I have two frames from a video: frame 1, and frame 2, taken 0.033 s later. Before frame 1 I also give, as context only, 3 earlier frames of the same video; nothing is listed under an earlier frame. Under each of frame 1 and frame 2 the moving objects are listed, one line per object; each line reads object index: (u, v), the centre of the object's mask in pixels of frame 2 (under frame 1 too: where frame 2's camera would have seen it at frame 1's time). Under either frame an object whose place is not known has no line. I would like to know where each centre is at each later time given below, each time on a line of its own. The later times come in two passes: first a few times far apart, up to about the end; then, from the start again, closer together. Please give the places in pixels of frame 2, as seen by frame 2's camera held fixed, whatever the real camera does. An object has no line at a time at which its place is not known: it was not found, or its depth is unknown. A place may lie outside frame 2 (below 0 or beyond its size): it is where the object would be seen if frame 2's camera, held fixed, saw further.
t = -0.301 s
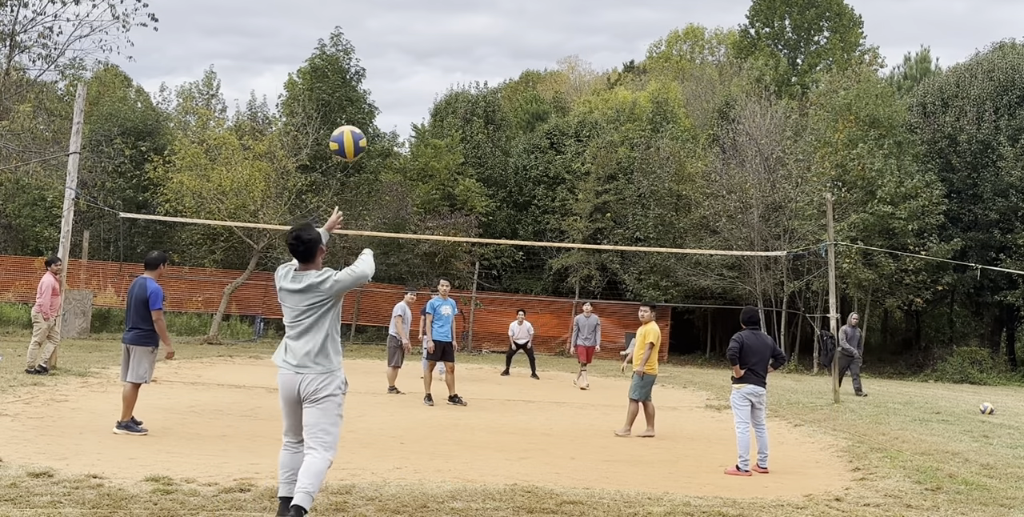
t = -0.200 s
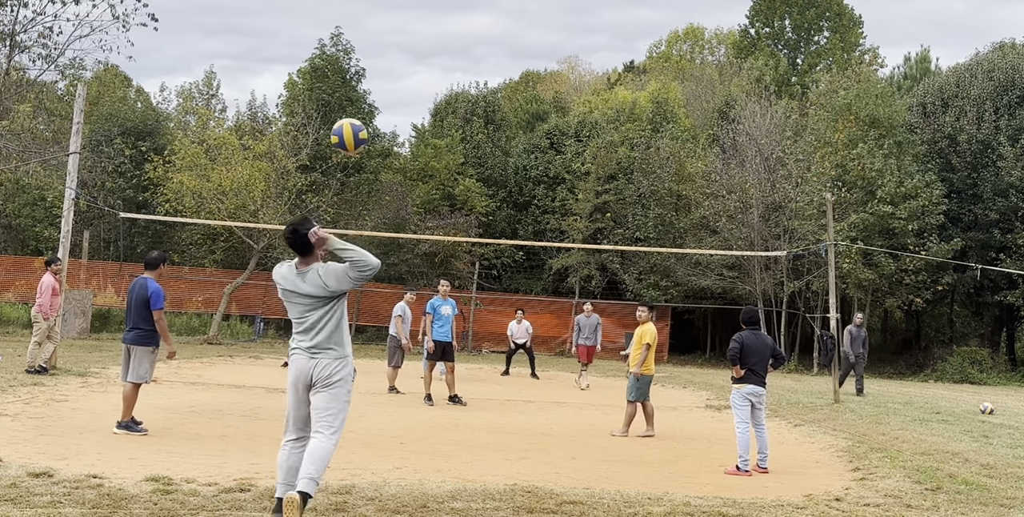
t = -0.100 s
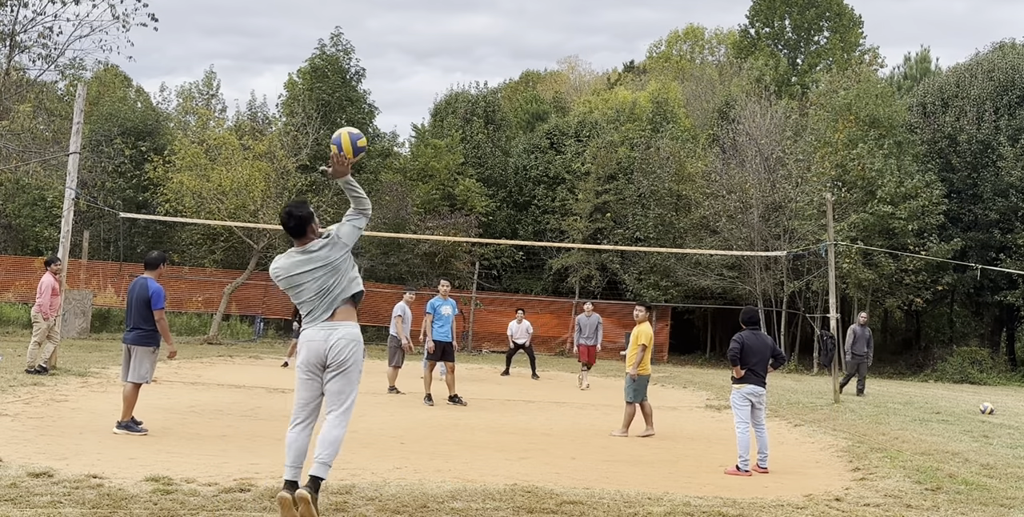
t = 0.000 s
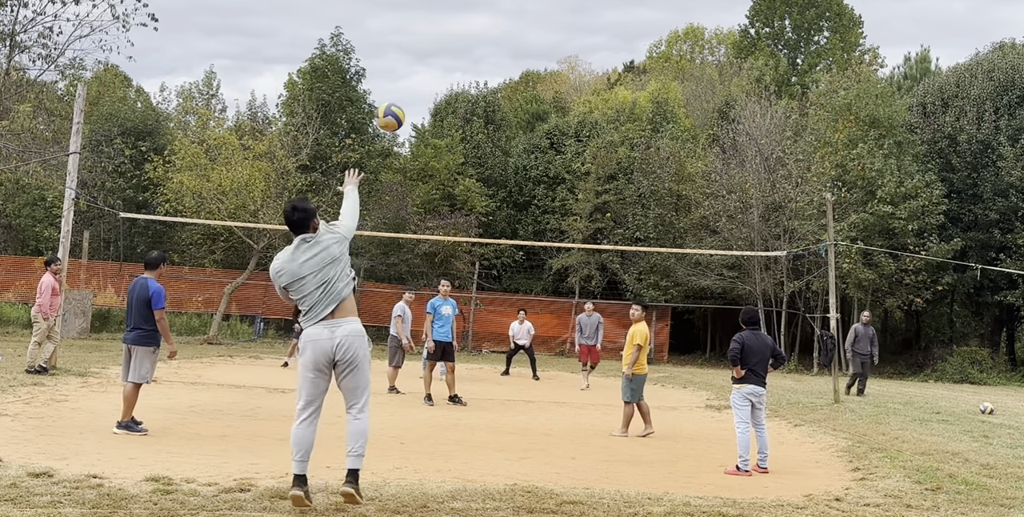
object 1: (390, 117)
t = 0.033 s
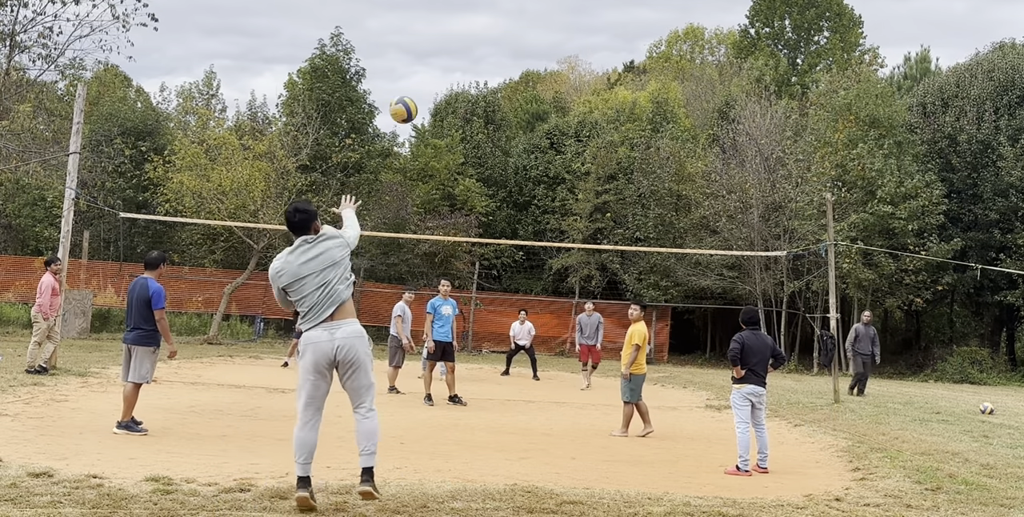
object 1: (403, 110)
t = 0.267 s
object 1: (469, 103)
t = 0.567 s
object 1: (509, 143)
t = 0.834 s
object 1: (531, 207)
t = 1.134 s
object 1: (546, 293)
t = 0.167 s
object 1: (446, 100)
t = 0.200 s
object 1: (454, 100)
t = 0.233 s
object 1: (462, 101)
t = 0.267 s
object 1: (469, 103)
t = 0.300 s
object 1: (475, 106)
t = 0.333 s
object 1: (480, 108)
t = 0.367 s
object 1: (485, 112)
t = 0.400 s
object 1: (490, 116)
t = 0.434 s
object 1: (494, 121)
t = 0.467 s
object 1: (498, 126)
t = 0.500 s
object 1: (502, 131)
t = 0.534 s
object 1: (505, 137)
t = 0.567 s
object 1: (509, 143)
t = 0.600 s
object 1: (513, 150)
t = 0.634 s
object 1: (516, 158)
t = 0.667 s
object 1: (519, 166)
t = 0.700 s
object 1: (522, 174)
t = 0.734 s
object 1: (525, 182)
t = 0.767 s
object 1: (527, 190)
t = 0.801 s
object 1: (529, 198)
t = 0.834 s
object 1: (531, 207)
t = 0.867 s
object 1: (533, 216)
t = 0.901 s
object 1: (535, 225)
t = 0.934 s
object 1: (537, 235)
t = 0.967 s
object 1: (538, 244)
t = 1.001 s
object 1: (540, 253)
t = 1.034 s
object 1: (542, 263)
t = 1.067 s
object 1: (543, 273)
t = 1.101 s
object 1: (545, 283)
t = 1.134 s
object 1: (546, 293)
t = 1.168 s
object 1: (548, 304)
